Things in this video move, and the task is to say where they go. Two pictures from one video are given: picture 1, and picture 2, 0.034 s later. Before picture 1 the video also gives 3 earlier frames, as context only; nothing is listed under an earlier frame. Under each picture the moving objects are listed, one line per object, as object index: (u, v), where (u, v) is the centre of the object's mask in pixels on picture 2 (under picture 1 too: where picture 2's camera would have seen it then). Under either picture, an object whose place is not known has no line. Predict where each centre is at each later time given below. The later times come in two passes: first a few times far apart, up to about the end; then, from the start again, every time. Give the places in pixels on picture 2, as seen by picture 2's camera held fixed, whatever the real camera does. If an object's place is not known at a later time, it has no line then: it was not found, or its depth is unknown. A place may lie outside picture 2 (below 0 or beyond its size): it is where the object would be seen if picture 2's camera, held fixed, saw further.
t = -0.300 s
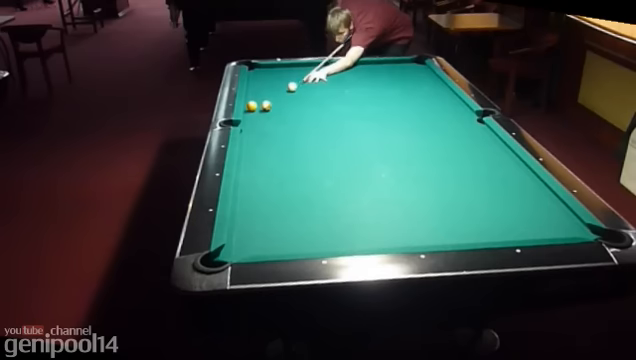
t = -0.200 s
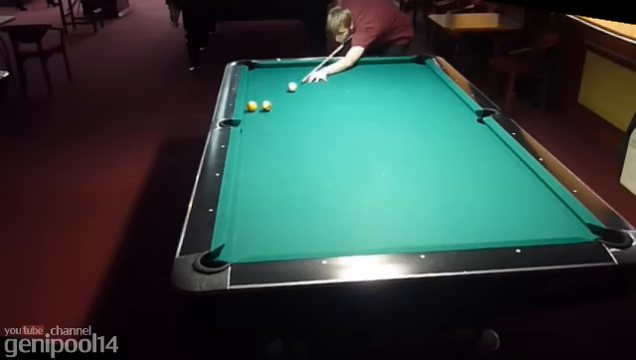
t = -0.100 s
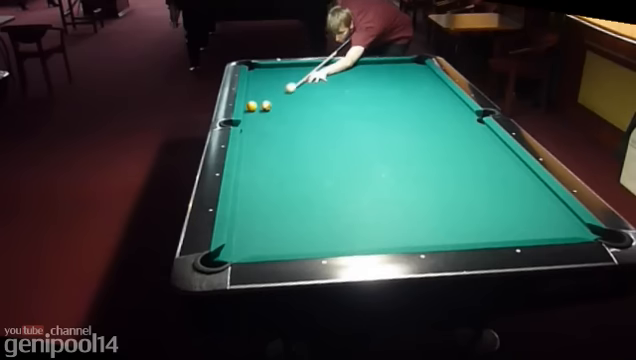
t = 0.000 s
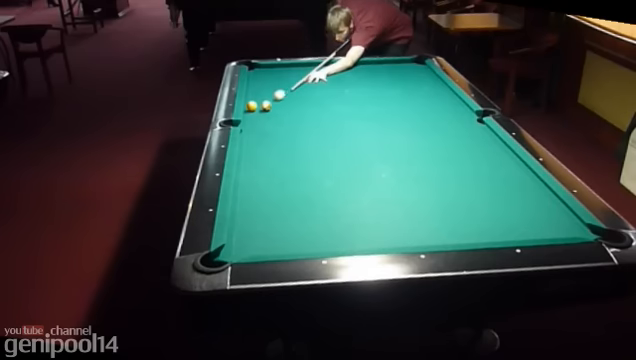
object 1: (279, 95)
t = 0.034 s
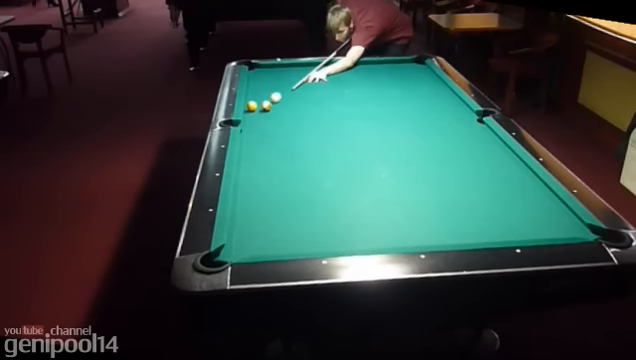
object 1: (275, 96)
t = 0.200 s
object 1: (262, 101)
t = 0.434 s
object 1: (252, 99)
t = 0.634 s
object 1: (251, 99)
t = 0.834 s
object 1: (256, 98)
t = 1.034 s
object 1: (260, 97)
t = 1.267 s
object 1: (263, 95)
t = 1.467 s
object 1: (265, 94)
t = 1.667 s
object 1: (268, 93)
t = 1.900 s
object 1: (270, 92)
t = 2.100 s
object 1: (271, 92)
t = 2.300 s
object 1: (272, 91)
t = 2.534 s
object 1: (273, 90)
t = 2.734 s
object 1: (273, 90)
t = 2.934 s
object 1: (273, 90)
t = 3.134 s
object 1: (273, 90)
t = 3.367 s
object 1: (273, 90)
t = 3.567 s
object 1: (273, 90)
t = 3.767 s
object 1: (272, 90)
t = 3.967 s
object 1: (273, 90)
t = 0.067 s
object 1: (272, 98)
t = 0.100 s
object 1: (270, 100)
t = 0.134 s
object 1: (266, 101)
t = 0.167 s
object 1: (264, 101)
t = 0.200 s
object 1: (262, 101)
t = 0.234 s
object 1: (261, 102)
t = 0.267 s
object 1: (260, 102)
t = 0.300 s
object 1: (259, 101)
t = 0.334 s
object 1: (257, 100)
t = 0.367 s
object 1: (255, 100)
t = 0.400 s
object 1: (253, 100)
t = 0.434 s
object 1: (252, 99)
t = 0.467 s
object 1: (250, 99)
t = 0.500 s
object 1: (248, 100)
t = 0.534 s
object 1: (248, 100)
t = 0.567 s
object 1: (249, 99)
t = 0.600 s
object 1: (250, 99)
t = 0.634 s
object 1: (251, 99)
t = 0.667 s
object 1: (252, 98)
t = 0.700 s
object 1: (253, 99)
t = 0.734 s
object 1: (254, 98)
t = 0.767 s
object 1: (255, 98)
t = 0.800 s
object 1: (255, 98)
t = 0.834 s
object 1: (256, 98)
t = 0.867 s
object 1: (257, 98)
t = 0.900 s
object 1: (257, 98)
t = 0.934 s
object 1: (258, 97)
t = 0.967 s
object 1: (258, 97)
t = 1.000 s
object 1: (259, 97)
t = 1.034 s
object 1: (260, 97)
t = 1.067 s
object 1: (260, 97)
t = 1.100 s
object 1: (261, 97)
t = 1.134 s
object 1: (261, 97)
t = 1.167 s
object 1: (261, 96)
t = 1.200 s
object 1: (262, 96)
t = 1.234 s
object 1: (262, 96)
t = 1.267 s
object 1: (263, 95)
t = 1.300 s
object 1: (263, 95)
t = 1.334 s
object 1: (264, 95)
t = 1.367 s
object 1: (264, 95)
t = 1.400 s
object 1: (265, 95)
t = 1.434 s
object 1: (265, 94)
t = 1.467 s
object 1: (265, 94)
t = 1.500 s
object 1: (266, 94)
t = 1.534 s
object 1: (267, 94)
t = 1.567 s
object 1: (267, 94)
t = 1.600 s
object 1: (267, 93)
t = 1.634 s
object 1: (267, 93)
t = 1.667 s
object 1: (268, 93)
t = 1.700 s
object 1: (268, 93)
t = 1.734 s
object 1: (269, 93)
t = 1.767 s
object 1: (269, 93)
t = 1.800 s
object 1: (269, 93)
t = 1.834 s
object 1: (269, 93)
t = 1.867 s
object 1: (270, 92)
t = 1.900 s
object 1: (270, 92)
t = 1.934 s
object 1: (270, 92)
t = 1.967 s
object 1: (270, 92)
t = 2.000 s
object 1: (270, 92)
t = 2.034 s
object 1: (270, 92)
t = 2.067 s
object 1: (271, 92)
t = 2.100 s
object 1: (271, 92)
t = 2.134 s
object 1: (271, 92)
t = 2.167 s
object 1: (271, 91)
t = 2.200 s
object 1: (272, 91)
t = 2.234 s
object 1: (272, 91)
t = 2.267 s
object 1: (272, 91)
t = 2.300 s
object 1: (272, 91)
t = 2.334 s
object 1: (272, 91)
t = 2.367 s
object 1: (273, 91)
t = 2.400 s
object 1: (273, 91)
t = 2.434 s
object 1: (273, 91)
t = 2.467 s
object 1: (273, 91)
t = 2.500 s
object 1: (273, 90)
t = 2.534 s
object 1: (273, 90)
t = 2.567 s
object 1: (273, 90)
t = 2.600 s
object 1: (273, 90)
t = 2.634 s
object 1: (273, 90)
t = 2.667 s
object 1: (273, 90)
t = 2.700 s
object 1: (273, 90)
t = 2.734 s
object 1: (273, 90)
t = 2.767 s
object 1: (273, 90)
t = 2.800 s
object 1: (273, 90)
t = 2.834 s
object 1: (273, 90)
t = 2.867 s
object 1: (273, 90)
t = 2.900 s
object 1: (273, 90)
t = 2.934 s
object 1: (273, 90)
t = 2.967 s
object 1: (273, 90)
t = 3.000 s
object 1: (273, 90)
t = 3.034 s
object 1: (273, 90)
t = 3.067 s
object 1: (273, 90)
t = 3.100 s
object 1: (273, 90)
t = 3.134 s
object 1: (273, 90)
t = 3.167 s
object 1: (273, 90)
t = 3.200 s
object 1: (273, 90)
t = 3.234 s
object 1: (273, 90)
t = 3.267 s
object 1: (273, 90)
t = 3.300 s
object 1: (273, 90)
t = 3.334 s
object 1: (273, 90)
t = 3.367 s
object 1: (273, 90)
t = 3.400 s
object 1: (273, 90)
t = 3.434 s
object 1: (273, 90)
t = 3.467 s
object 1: (272, 90)
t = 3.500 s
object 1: (273, 90)
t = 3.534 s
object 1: (273, 90)
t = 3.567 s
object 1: (273, 90)
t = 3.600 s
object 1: (273, 90)
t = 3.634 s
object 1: (273, 90)
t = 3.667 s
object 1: (273, 90)
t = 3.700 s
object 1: (273, 90)
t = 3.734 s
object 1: (273, 90)
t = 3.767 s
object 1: (272, 90)
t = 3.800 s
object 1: (272, 90)
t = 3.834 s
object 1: (272, 90)
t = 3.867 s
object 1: (273, 90)
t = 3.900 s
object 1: (272, 90)
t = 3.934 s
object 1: (273, 90)
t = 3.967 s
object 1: (273, 90)
